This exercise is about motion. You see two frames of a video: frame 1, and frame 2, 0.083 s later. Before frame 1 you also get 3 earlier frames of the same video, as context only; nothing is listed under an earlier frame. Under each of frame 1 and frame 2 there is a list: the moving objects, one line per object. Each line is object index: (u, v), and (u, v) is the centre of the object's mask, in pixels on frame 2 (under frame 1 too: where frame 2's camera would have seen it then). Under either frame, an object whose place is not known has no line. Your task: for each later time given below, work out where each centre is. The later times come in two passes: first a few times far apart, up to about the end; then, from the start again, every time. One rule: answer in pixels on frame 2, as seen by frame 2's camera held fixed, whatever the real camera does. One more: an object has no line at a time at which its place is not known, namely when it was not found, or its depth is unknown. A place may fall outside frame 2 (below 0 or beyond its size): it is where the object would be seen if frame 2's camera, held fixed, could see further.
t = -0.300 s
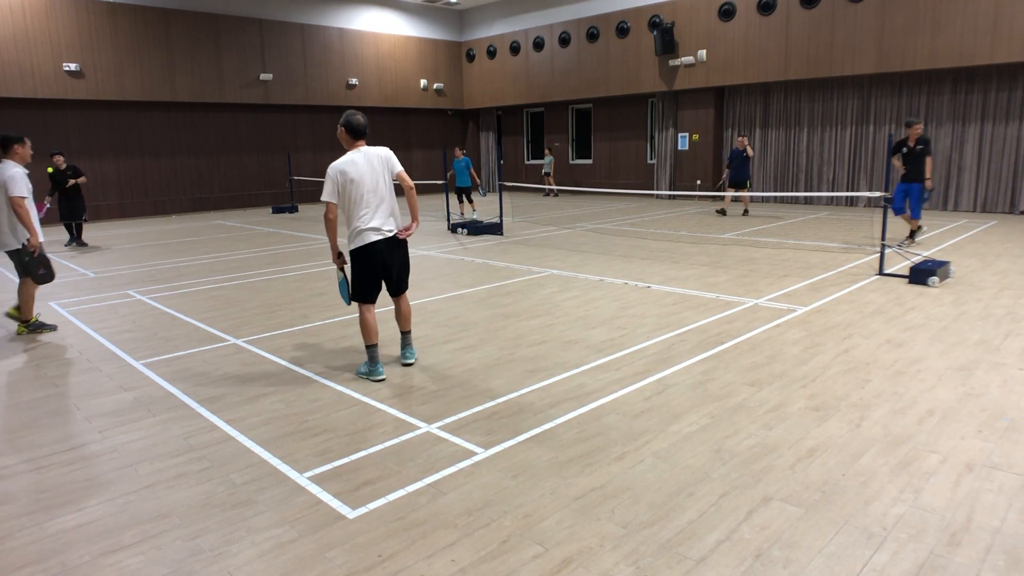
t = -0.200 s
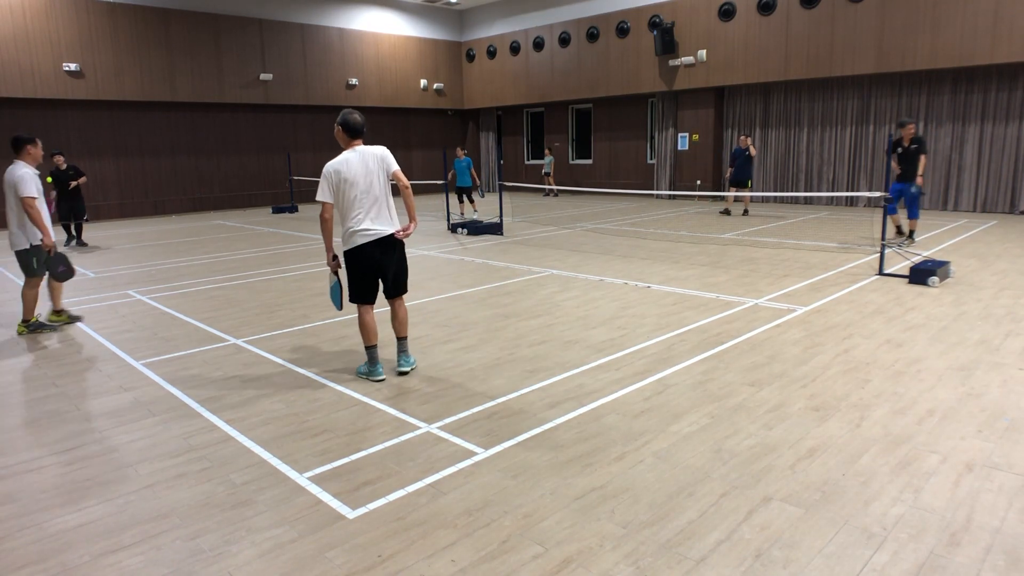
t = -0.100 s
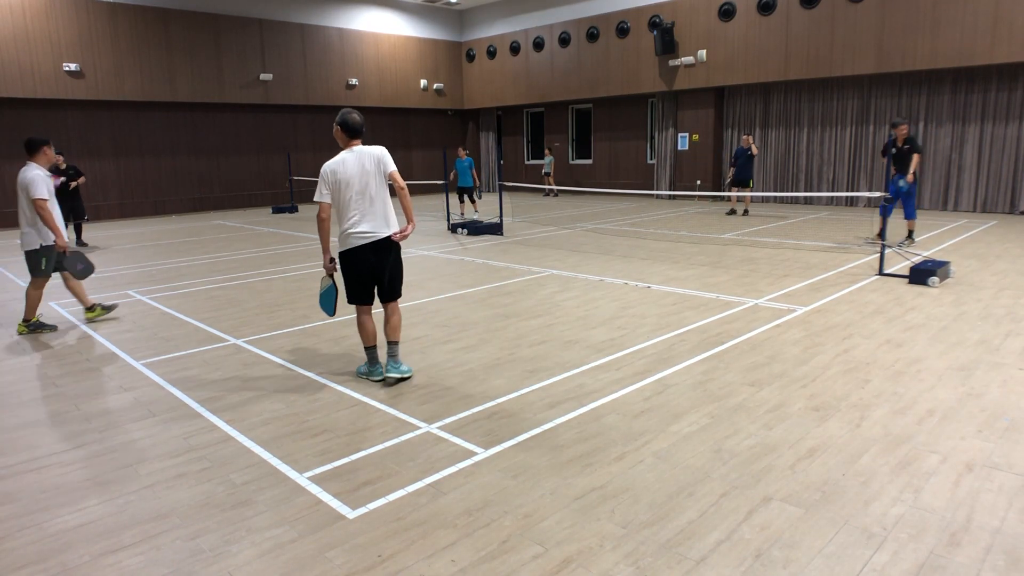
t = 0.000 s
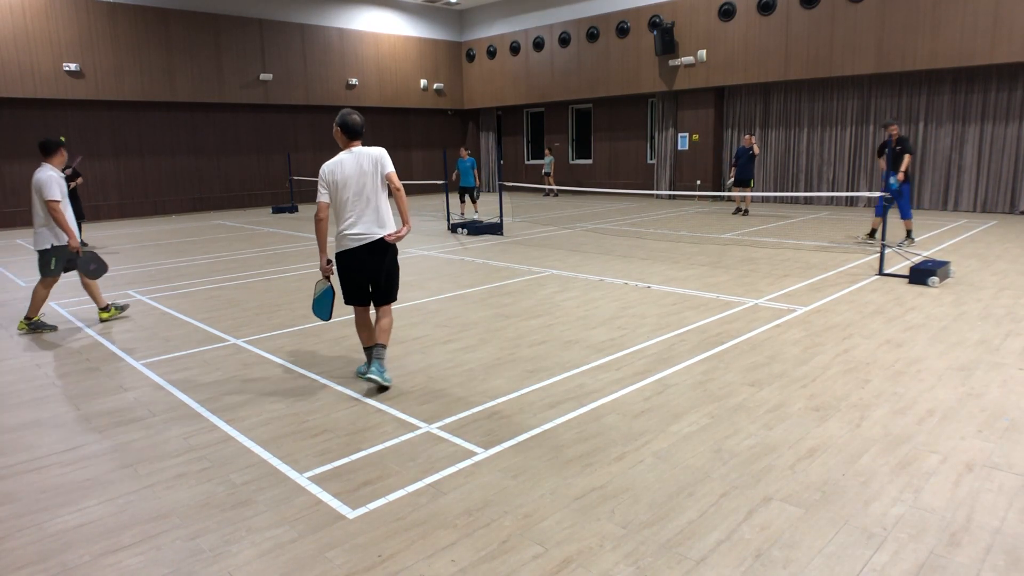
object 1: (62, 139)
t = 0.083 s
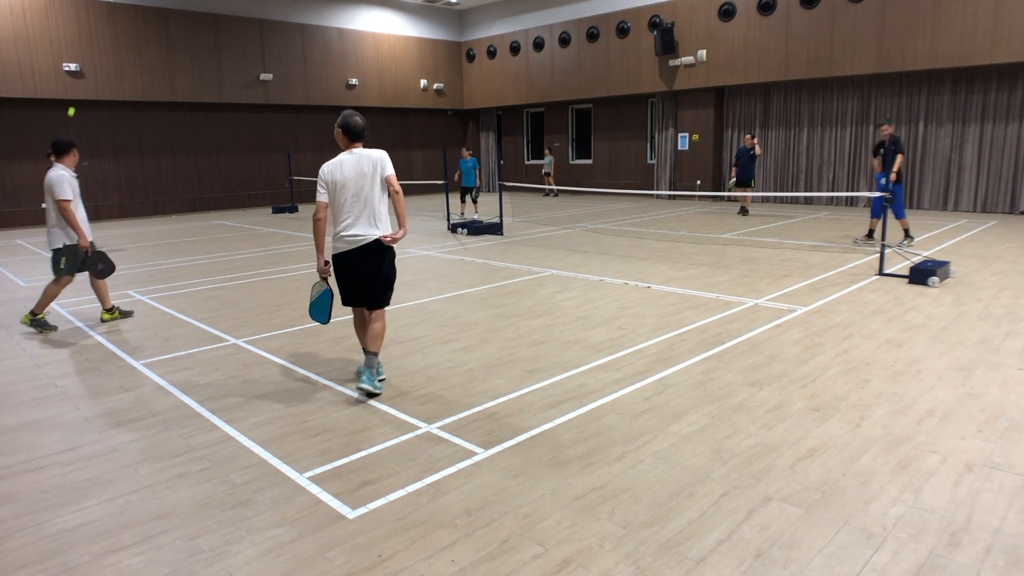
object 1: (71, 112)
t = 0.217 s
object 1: (90, 70)
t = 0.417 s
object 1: (127, 29)
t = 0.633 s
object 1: (179, 21)
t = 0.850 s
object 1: (246, 67)
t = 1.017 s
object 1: (309, 151)
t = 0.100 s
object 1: (73, 106)
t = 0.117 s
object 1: (76, 100)
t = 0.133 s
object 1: (78, 95)
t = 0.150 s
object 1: (80, 90)
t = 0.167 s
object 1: (82, 85)
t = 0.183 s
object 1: (85, 80)
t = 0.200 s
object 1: (88, 75)
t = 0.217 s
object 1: (90, 70)
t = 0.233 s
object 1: (93, 66)
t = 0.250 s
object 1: (96, 62)
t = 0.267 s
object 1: (98, 57)
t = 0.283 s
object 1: (101, 53)
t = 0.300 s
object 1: (104, 50)
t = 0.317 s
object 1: (107, 46)
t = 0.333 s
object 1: (110, 43)
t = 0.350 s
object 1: (114, 39)
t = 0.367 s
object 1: (117, 36)
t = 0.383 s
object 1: (120, 34)
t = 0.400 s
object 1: (123, 31)
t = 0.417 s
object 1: (127, 29)
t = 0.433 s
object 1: (130, 26)
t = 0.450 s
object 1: (134, 24)
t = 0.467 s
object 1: (138, 23)
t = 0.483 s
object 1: (142, 22)
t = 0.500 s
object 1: (145, 20)
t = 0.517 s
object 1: (149, 19)
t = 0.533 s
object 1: (153, 19)
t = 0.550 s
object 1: (157, 18)
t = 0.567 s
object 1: (162, 18)
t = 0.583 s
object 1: (164, 19)
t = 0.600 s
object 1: (170, 19)
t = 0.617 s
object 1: (174, 20)
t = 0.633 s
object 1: (179, 21)
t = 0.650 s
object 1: (184, 22)
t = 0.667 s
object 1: (188, 24)
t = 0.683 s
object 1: (193, 26)
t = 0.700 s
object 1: (198, 28)
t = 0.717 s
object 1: (203, 31)
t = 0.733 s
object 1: (208, 34)
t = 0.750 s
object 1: (213, 38)
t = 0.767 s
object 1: (219, 41)
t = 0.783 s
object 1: (224, 46)
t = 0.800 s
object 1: (229, 51)
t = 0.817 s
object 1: (235, 55)
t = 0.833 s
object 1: (240, 61)
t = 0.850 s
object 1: (246, 67)
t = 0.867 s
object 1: (252, 73)
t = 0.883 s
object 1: (257, 80)
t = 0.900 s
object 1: (264, 87)
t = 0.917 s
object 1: (270, 95)
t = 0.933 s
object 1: (276, 103)
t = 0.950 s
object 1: (282, 112)
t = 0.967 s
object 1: (289, 121)
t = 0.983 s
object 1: (295, 130)
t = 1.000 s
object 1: (302, 140)
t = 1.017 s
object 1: (309, 151)
